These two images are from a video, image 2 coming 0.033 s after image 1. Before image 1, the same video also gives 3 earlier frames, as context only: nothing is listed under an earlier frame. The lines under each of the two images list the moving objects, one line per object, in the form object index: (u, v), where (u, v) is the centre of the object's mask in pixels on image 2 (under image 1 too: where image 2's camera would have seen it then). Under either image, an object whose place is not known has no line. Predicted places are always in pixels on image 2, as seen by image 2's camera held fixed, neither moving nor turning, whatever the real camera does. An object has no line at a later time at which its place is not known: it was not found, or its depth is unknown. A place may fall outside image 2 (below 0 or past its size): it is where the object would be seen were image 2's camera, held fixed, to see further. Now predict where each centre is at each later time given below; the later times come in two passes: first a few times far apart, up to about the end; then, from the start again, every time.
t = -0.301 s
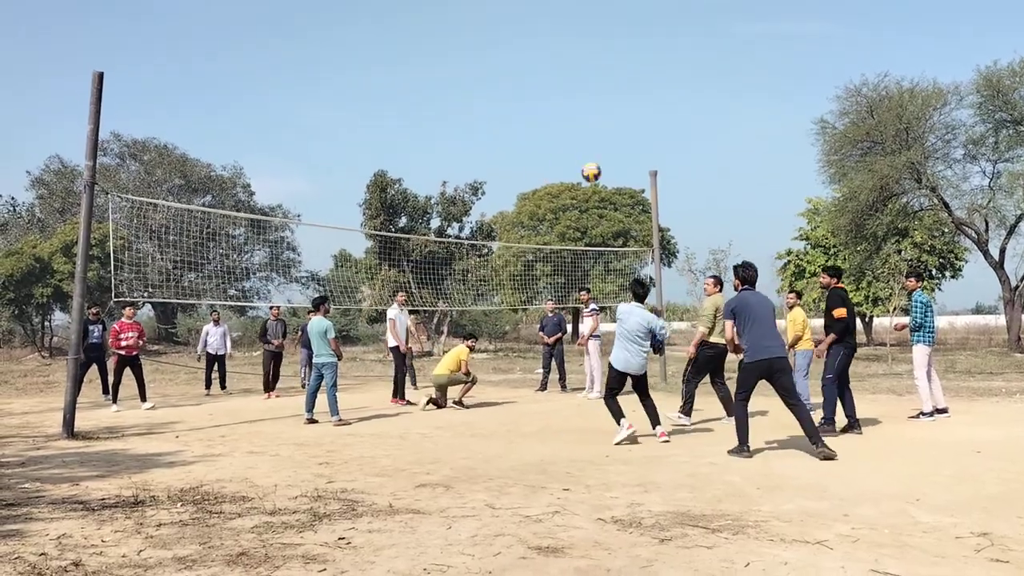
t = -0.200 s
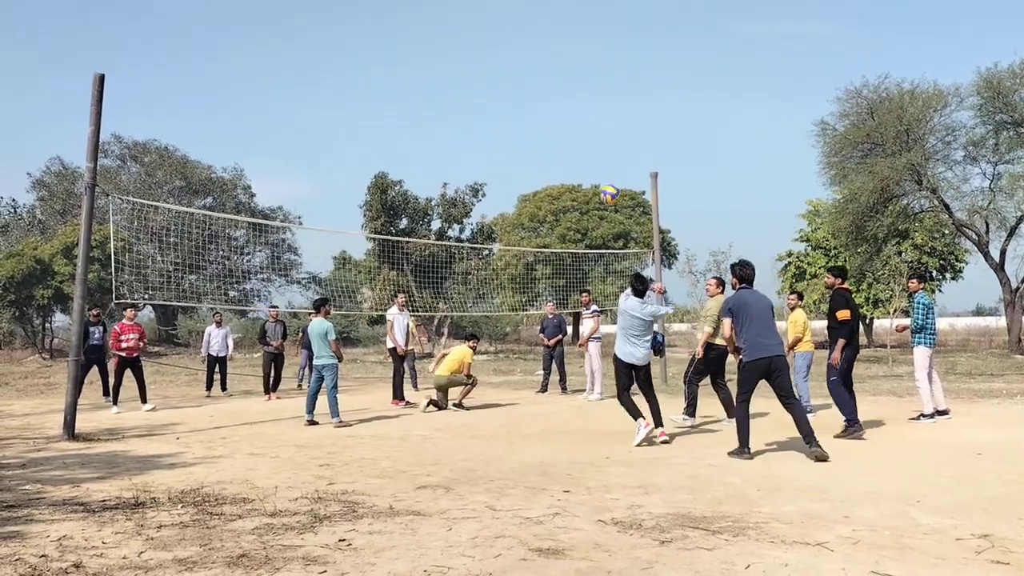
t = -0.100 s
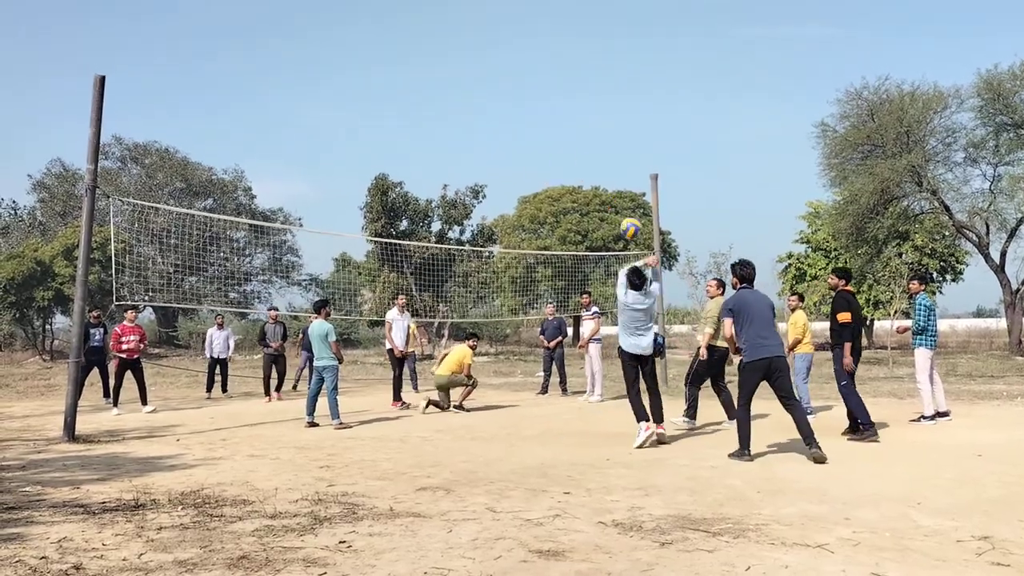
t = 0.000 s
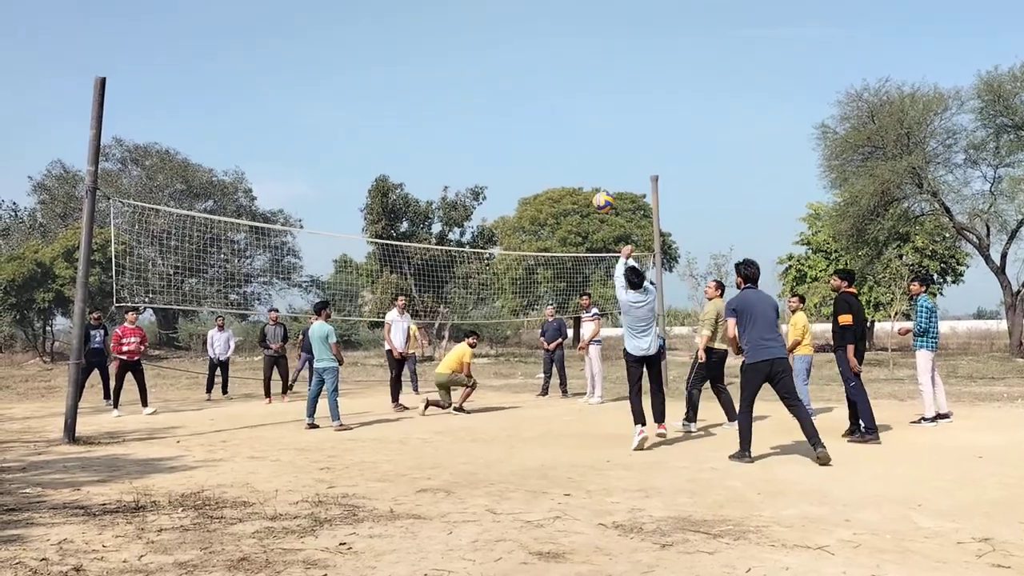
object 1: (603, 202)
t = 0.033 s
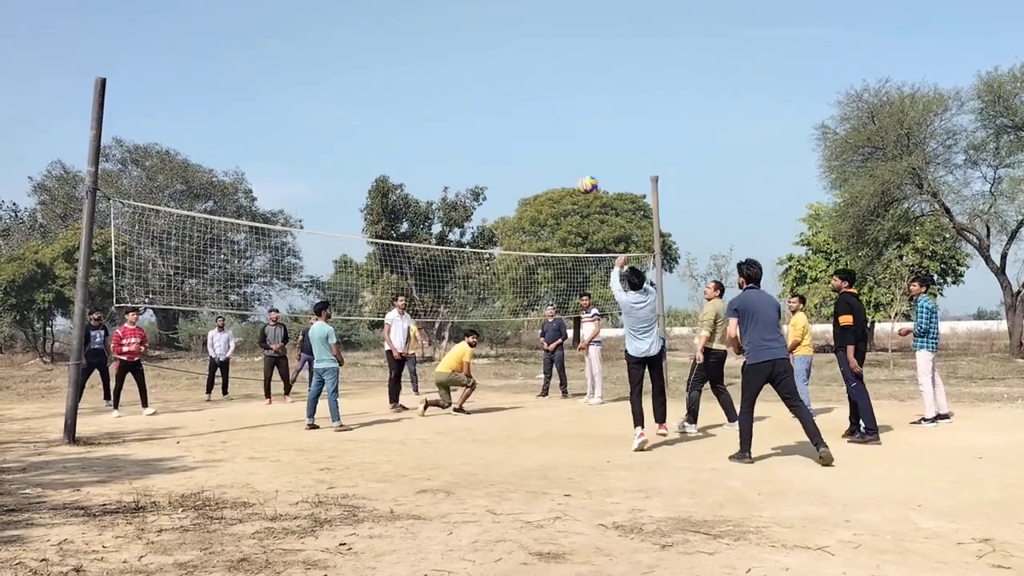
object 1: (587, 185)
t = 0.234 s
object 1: (508, 115)
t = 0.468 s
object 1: (435, 85)
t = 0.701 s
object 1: (378, 96)
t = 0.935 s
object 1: (332, 136)
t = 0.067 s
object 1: (572, 170)
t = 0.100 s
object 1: (558, 157)
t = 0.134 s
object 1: (545, 144)
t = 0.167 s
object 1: (532, 133)
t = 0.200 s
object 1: (520, 124)
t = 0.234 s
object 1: (508, 115)
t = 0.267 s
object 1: (496, 107)
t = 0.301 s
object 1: (485, 100)
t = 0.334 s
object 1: (474, 95)
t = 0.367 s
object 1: (464, 91)
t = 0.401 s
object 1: (454, 88)
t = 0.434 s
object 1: (444, 86)
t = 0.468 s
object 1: (435, 85)
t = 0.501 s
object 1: (425, 84)
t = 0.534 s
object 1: (417, 84)
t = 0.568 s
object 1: (408, 85)
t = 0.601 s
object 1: (400, 87)
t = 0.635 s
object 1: (392, 90)
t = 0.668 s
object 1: (385, 93)
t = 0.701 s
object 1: (378, 96)
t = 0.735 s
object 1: (371, 101)
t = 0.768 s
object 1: (364, 105)
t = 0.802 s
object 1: (357, 110)
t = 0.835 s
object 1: (350, 115)
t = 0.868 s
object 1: (344, 122)
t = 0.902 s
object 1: (338, 129)
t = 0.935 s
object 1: (332, 136)
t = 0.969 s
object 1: (327, 143)
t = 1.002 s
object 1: (321, 152)
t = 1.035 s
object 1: (315, 160)
